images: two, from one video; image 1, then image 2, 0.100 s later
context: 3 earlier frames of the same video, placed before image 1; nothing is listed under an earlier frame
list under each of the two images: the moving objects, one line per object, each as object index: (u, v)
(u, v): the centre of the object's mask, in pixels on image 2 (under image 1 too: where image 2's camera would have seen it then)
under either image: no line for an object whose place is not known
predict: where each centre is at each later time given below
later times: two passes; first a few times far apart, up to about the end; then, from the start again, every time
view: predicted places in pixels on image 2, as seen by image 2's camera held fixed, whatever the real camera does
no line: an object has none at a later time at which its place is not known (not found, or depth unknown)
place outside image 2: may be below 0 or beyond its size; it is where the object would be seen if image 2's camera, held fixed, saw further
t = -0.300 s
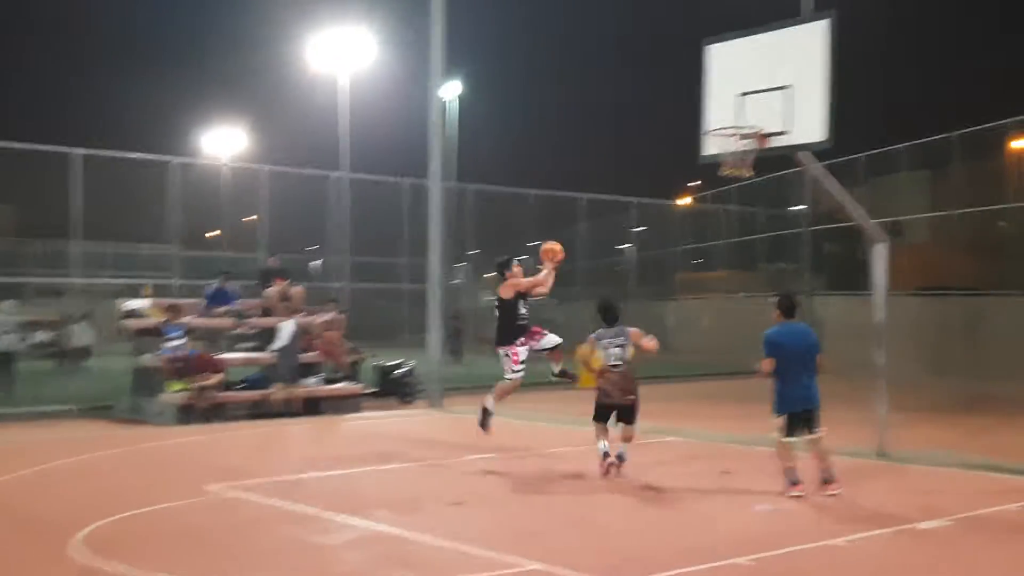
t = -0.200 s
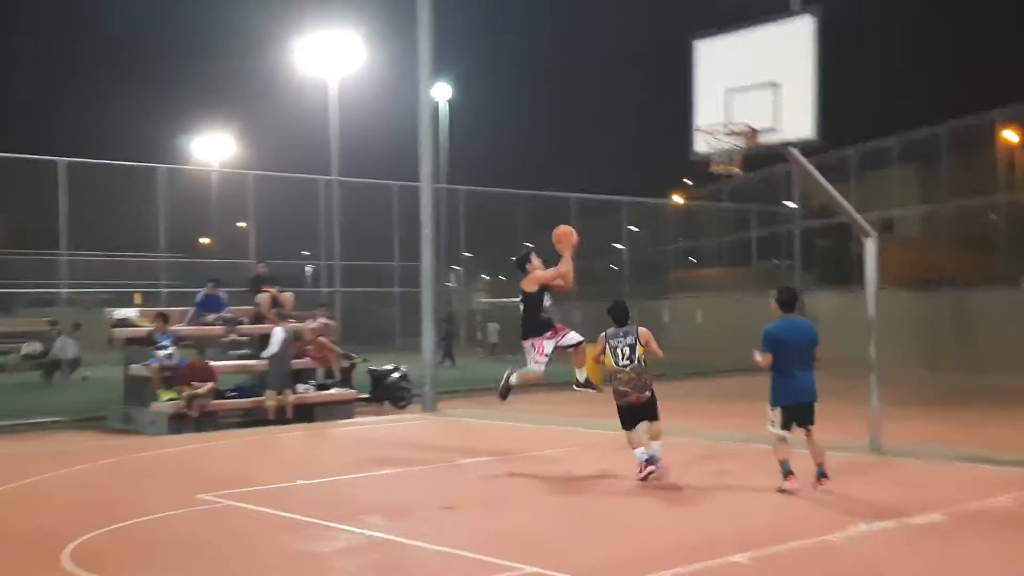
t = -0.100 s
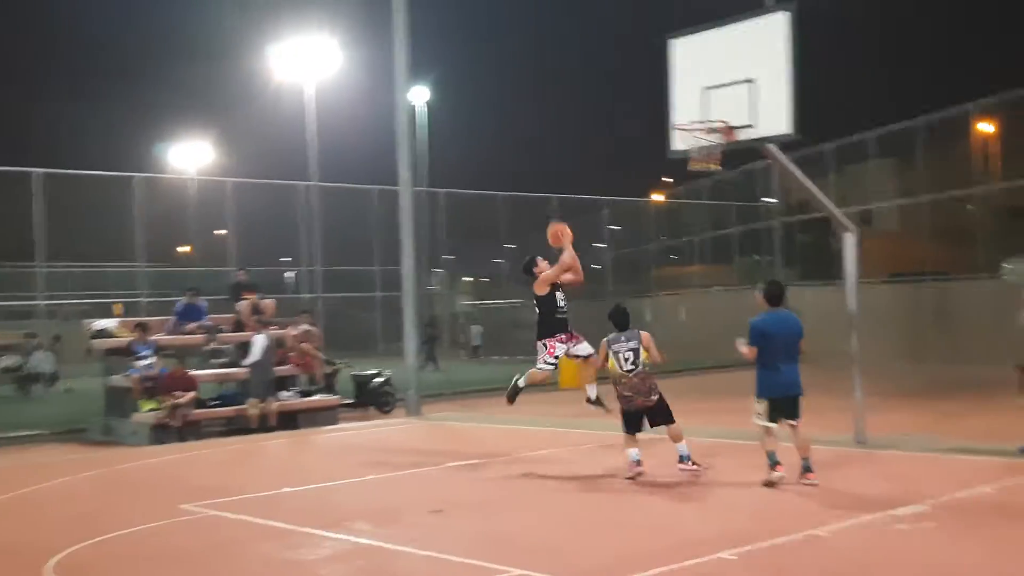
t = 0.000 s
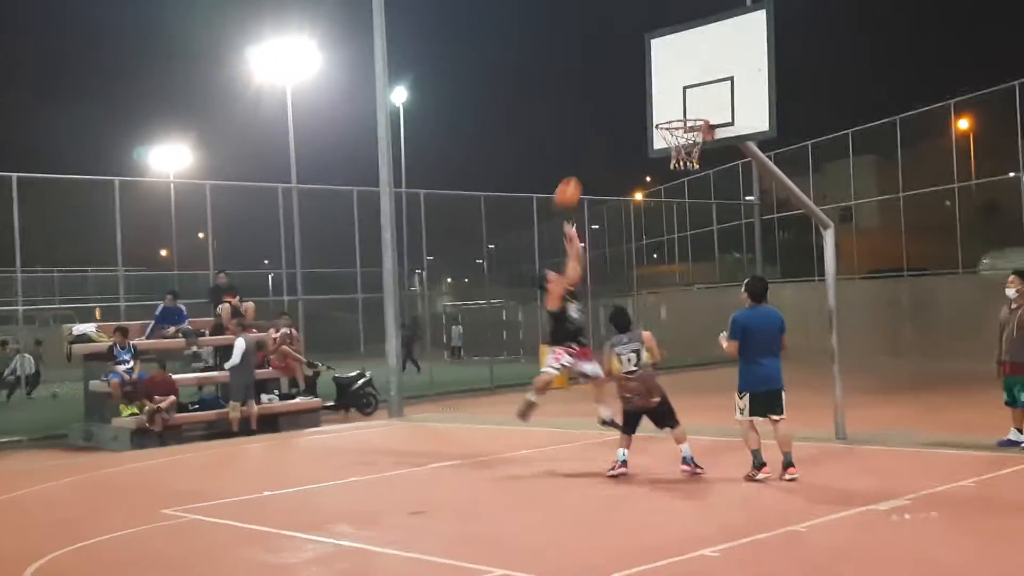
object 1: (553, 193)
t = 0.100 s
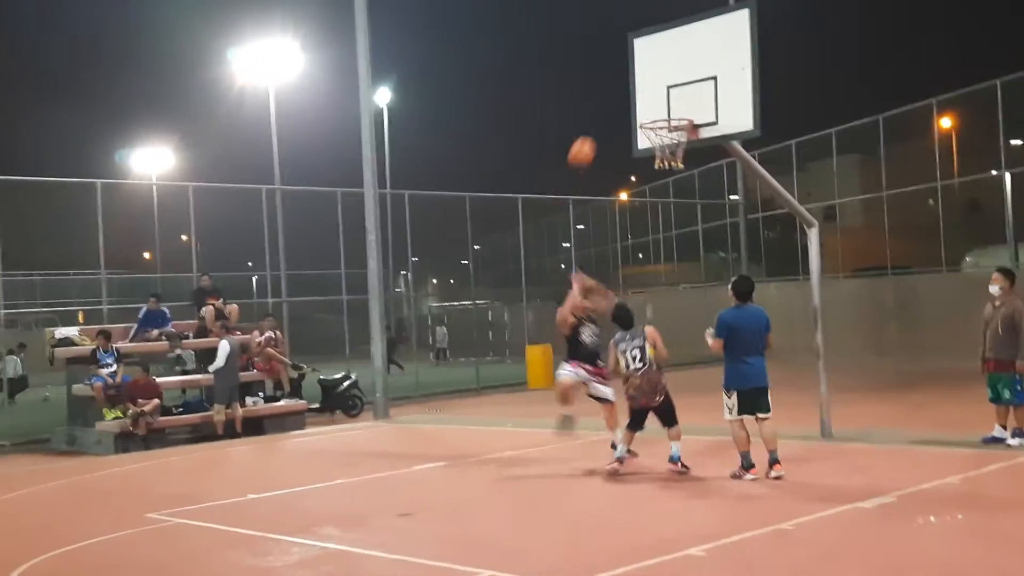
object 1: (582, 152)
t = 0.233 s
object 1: (623, 113)
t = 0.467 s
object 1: (656, 86)
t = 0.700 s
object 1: (657, 105)
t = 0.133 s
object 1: (592, 140)
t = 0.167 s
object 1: (602, 130)
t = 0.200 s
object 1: (612, 121)
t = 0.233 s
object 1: (623, 113)
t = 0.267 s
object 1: (630, 106)
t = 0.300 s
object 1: (642, 100)
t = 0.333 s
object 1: (655, 93)
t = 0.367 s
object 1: (657, 91)
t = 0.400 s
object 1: (656, 88)
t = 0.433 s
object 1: (656, 86)
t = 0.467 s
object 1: (656, 86)
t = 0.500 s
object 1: (656, 87)
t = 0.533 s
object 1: (656, 89)
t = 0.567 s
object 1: (656, 92)
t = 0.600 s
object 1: (656, 96)
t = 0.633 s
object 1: (657, 102)
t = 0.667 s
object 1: (658, 106)
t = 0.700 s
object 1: (657, 105)
